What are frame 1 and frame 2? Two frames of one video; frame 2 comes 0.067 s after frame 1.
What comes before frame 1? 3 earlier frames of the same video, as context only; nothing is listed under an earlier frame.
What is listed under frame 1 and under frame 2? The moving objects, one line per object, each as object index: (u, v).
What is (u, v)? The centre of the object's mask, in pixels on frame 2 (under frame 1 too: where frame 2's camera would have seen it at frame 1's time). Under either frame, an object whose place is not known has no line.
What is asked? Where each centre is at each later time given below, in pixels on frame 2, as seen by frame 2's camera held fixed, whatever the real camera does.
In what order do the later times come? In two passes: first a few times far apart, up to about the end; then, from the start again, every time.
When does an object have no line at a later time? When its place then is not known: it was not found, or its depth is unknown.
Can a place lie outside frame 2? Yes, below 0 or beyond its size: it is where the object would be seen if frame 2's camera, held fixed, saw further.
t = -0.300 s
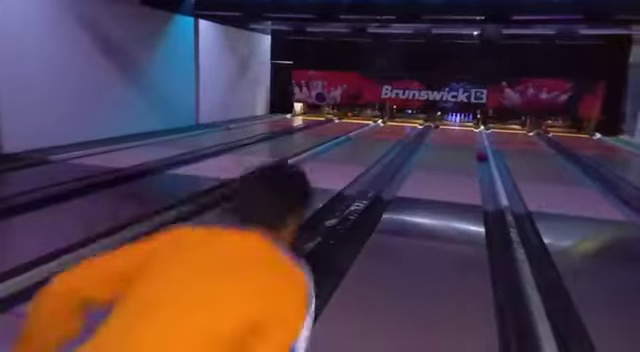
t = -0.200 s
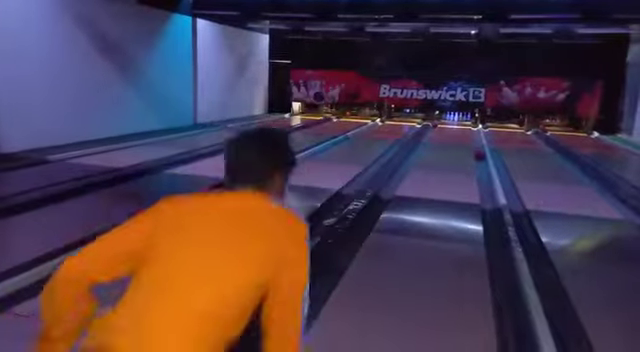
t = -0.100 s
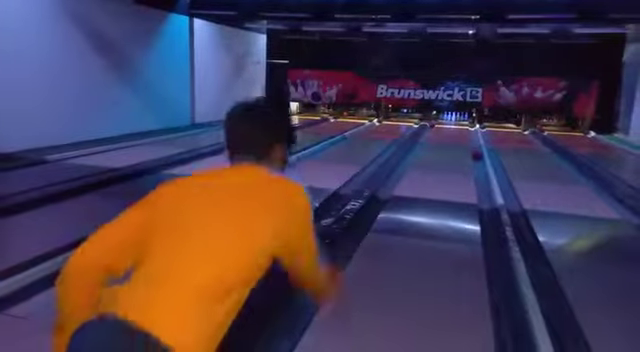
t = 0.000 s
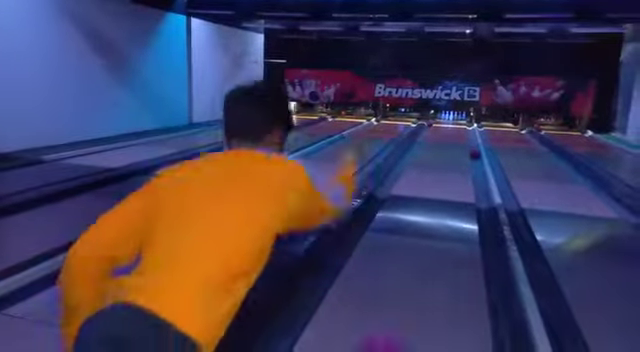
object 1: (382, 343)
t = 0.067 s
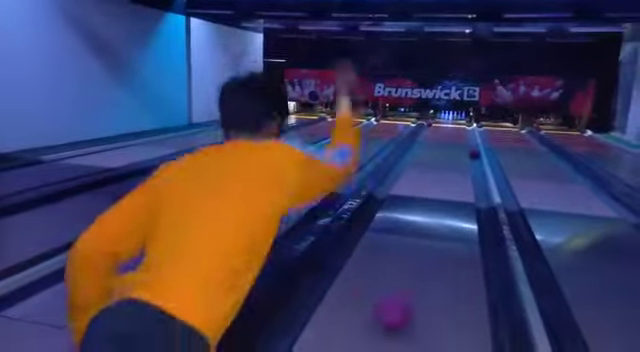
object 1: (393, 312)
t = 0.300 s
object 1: (417, 250)
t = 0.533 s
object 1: (429, 218)
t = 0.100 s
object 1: (399, 300)
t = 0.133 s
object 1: (403, 289)
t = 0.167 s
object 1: (406, 281)
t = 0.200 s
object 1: (409, 272)
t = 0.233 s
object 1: (411, 266)
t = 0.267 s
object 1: (416, 256)
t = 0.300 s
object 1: (417, 250)
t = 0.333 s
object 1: (419, 241)
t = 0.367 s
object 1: (422, 234)
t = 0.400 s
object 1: (423, 230)
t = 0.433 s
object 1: (424, 225)
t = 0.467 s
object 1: (425, 223)
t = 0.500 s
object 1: (428, 219)
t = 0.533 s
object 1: (429, 218)
